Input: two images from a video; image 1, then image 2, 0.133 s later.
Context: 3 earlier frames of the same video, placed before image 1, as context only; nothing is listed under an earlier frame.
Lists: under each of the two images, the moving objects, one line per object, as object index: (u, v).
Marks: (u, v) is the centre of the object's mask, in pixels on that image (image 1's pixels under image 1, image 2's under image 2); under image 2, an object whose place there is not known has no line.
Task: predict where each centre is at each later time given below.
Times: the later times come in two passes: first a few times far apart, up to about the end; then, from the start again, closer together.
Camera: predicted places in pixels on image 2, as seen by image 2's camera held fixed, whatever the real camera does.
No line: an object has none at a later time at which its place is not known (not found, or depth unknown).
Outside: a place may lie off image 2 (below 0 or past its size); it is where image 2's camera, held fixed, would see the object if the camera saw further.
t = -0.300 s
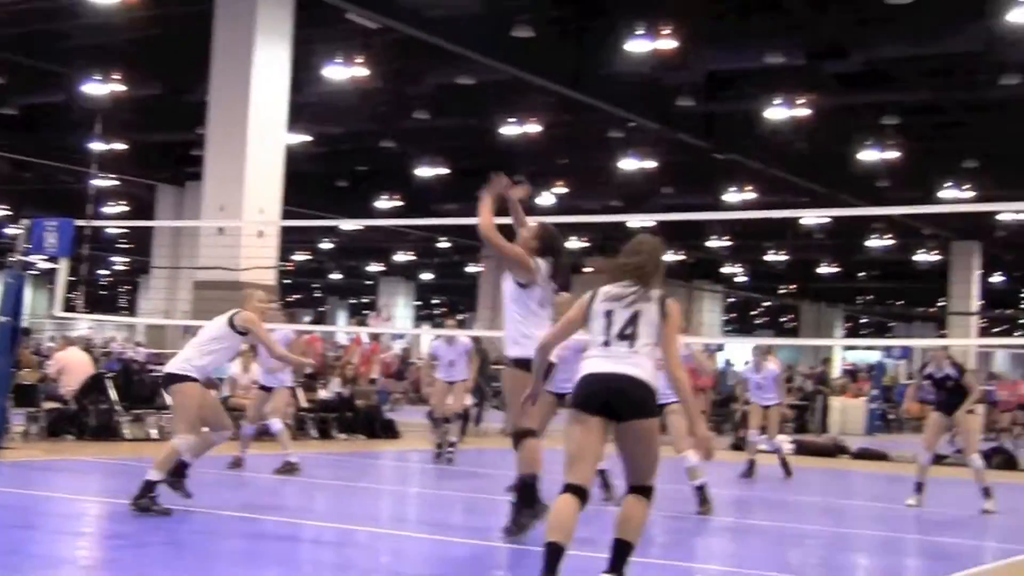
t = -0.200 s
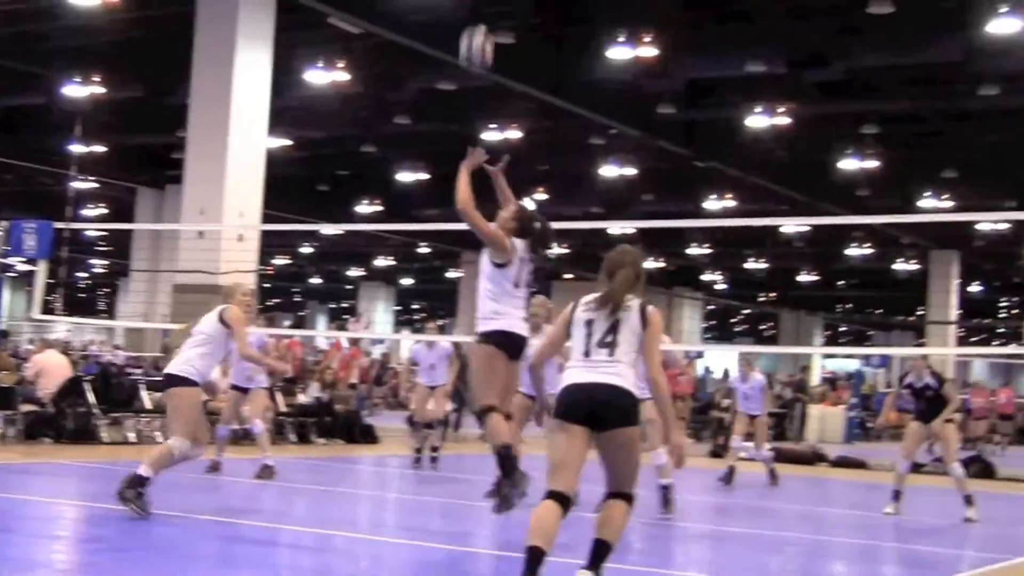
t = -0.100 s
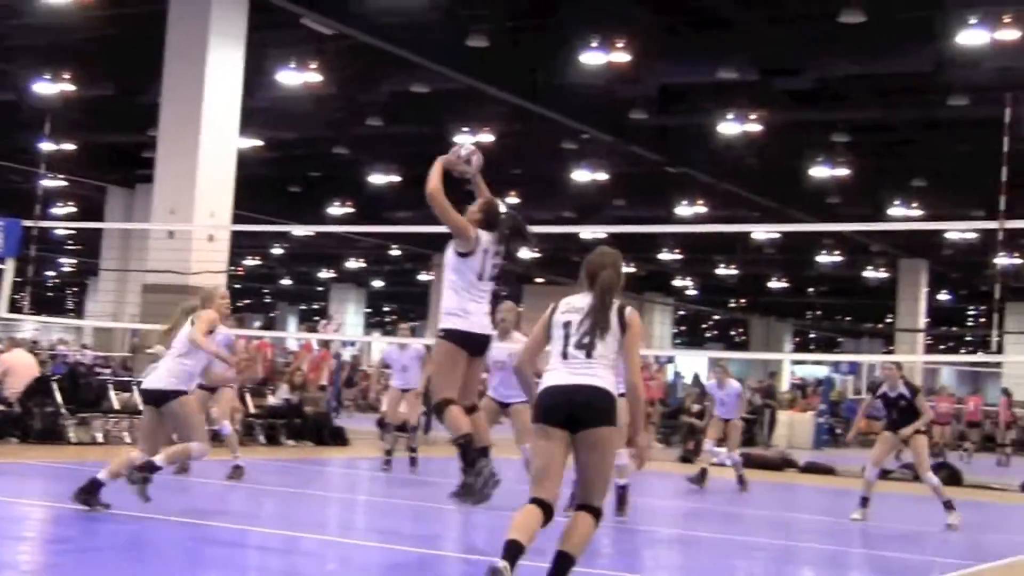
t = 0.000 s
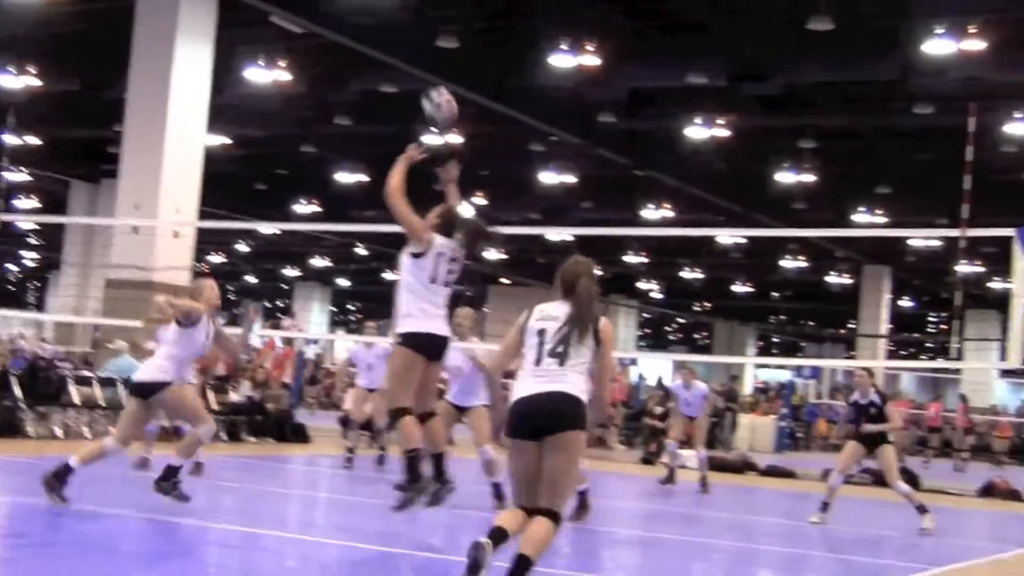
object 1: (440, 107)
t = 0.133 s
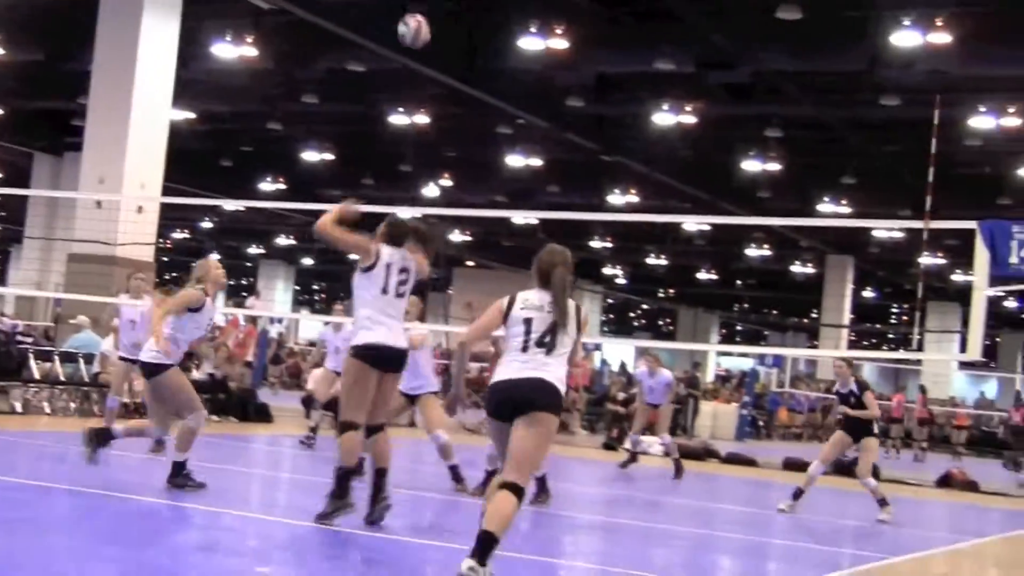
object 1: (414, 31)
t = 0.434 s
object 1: (420, 12)
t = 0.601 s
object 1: (417, 51)
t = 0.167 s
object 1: (416, 22)
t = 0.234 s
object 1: (418, 13)
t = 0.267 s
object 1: (419, 11)
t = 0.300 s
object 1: (419, 9)
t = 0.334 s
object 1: (419, 9)
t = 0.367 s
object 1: (420, 8)
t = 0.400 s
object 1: (420, 9)
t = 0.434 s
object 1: (420, 12)
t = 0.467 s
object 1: (420, 16)
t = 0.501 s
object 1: (420, 23)
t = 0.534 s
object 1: (419, 31)
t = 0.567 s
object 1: (418, 41)
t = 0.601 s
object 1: (417, 51)
